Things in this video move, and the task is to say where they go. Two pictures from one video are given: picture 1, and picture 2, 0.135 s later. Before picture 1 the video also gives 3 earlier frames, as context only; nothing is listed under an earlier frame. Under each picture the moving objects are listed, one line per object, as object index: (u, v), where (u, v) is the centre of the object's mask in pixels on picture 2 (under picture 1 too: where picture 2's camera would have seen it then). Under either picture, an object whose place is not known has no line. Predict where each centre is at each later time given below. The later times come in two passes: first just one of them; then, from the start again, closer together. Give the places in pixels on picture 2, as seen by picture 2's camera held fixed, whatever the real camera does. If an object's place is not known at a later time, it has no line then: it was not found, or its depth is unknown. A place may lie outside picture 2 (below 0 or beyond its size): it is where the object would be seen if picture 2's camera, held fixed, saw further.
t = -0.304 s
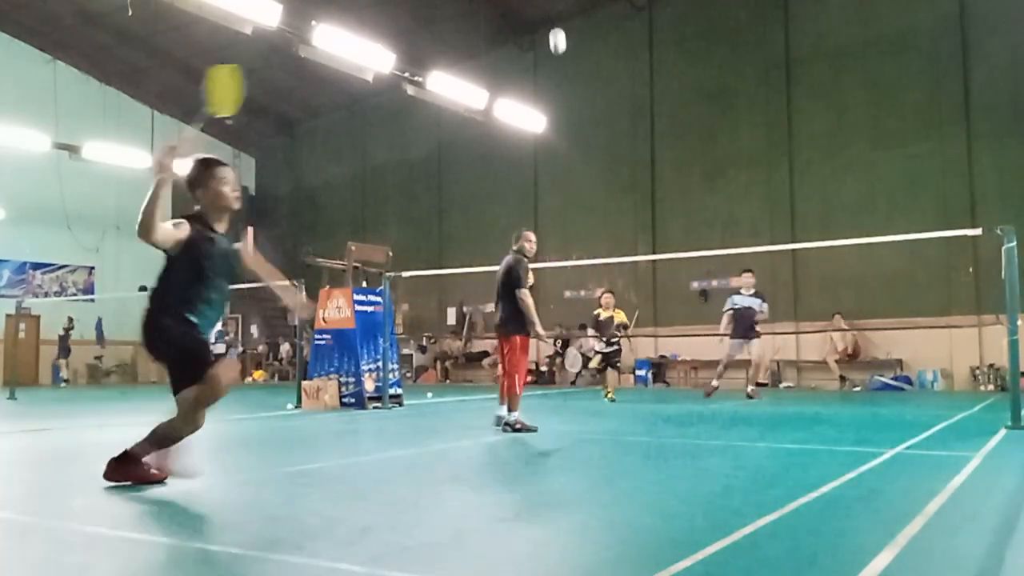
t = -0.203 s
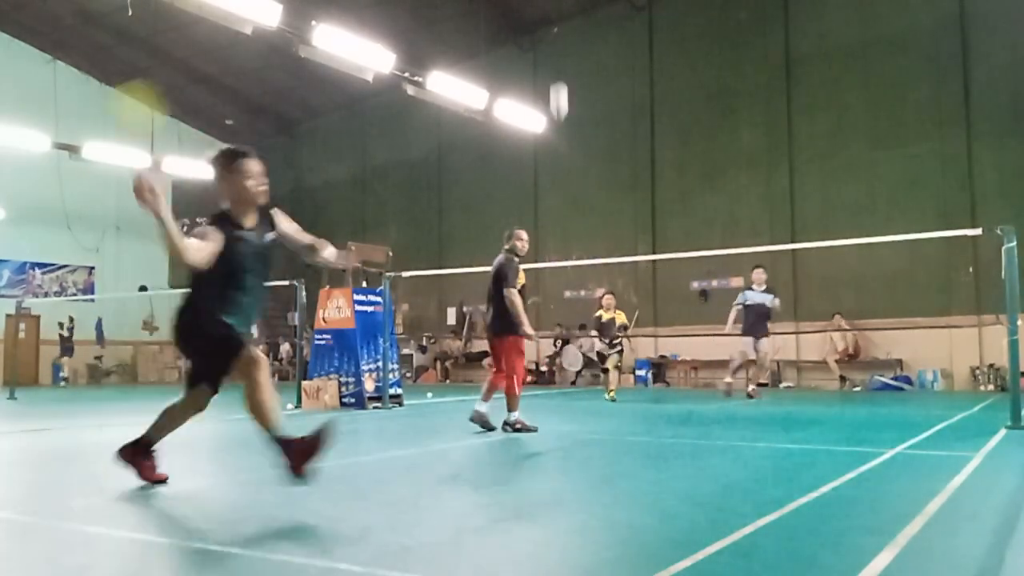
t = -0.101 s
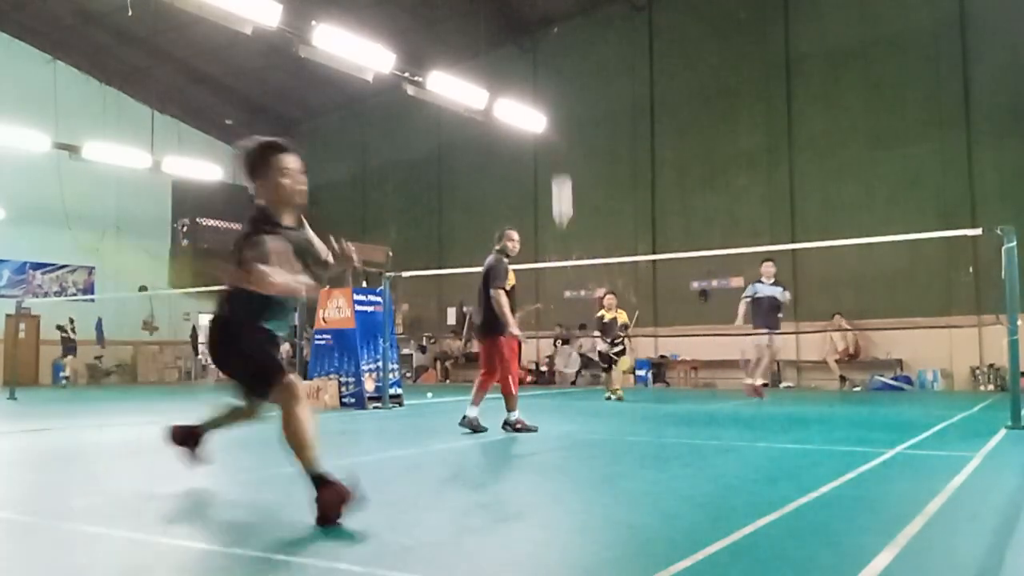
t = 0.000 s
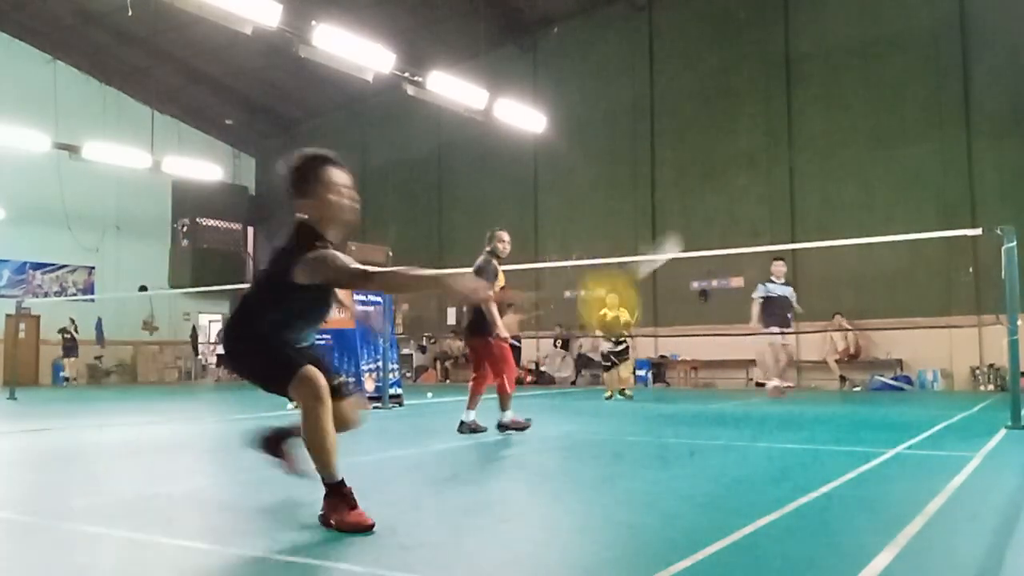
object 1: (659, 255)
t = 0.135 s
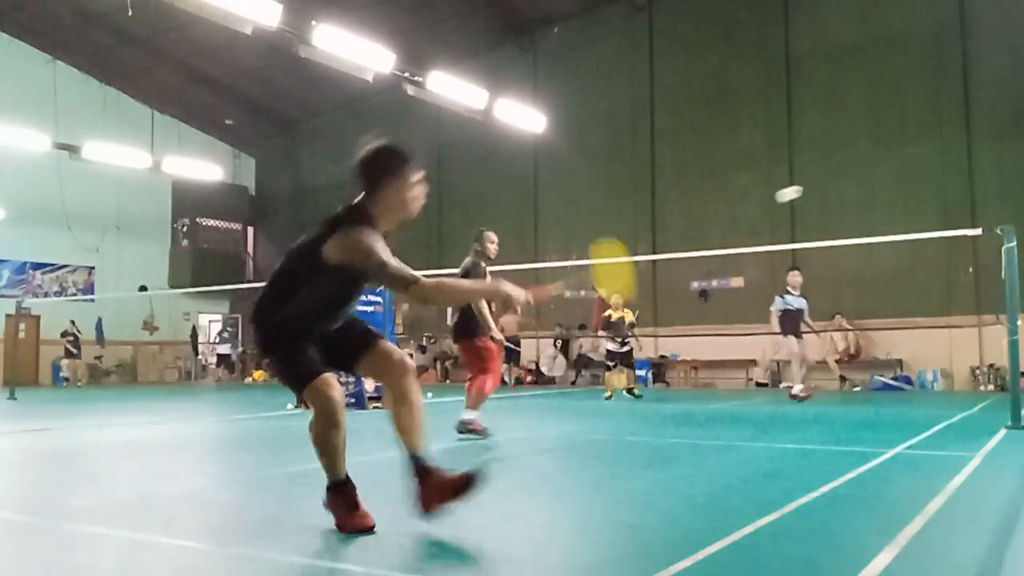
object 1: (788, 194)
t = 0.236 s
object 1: (836, 188)
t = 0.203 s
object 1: (822, 187)
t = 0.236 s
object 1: (836, 188)
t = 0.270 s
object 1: (847, 191)
